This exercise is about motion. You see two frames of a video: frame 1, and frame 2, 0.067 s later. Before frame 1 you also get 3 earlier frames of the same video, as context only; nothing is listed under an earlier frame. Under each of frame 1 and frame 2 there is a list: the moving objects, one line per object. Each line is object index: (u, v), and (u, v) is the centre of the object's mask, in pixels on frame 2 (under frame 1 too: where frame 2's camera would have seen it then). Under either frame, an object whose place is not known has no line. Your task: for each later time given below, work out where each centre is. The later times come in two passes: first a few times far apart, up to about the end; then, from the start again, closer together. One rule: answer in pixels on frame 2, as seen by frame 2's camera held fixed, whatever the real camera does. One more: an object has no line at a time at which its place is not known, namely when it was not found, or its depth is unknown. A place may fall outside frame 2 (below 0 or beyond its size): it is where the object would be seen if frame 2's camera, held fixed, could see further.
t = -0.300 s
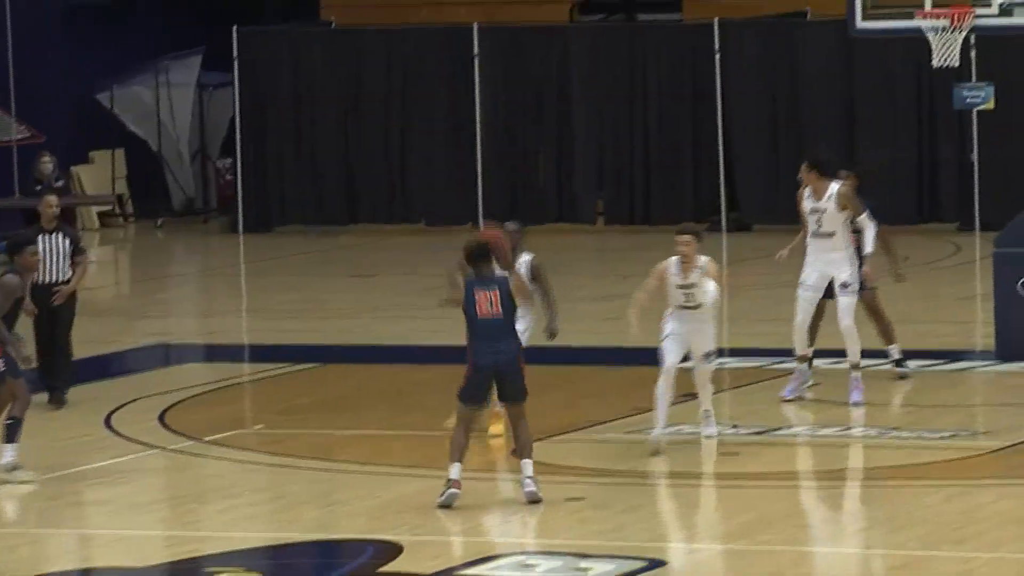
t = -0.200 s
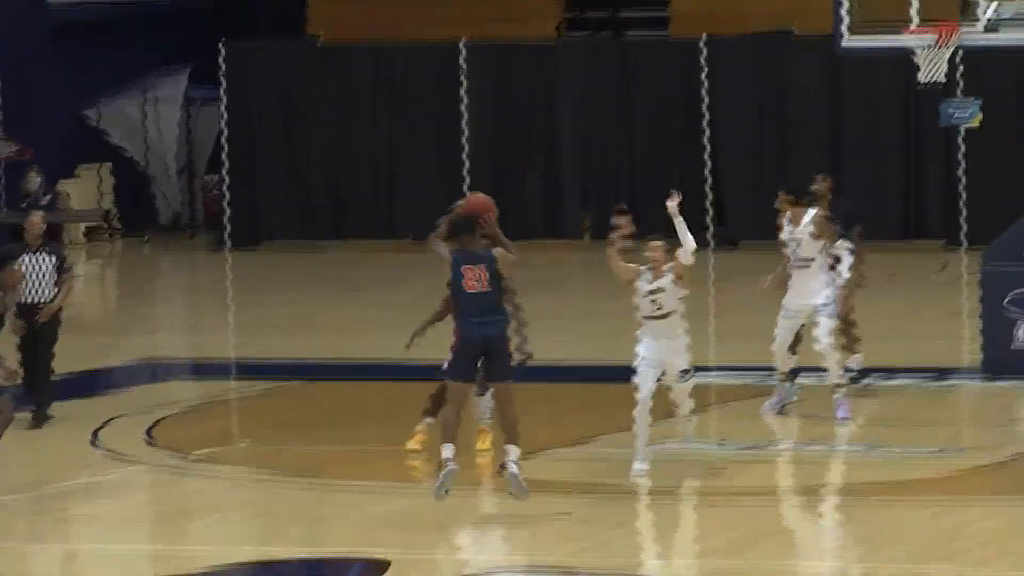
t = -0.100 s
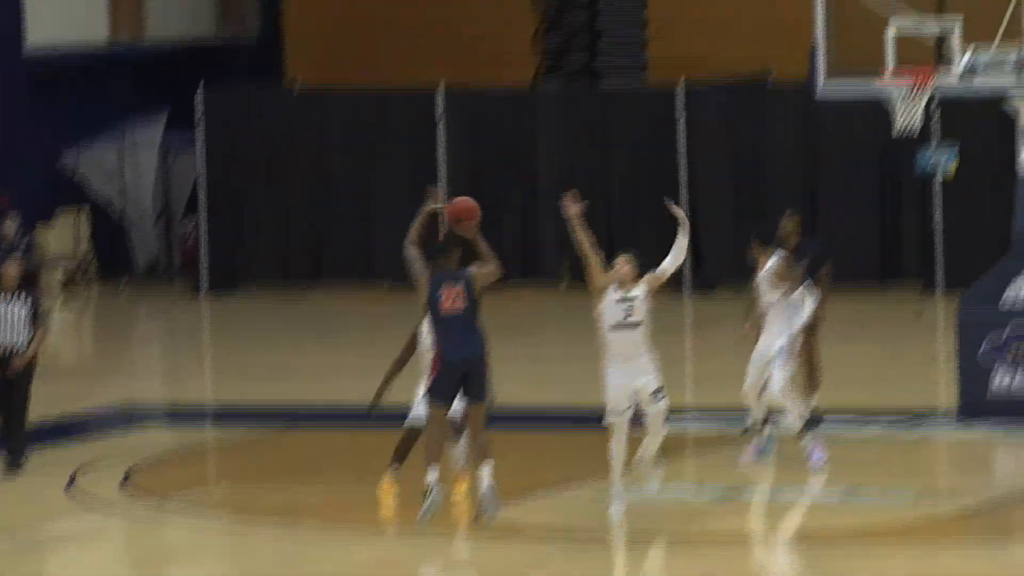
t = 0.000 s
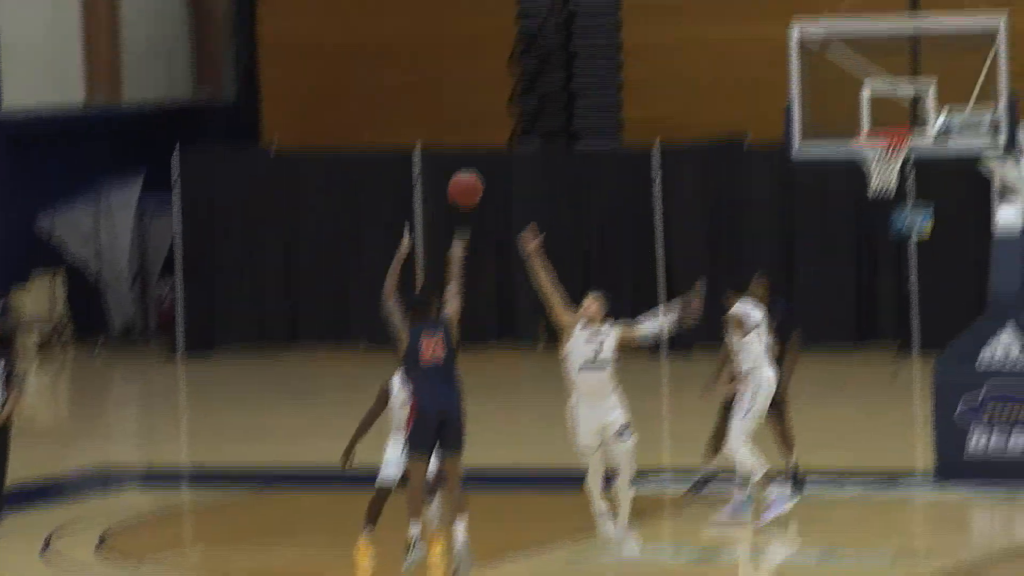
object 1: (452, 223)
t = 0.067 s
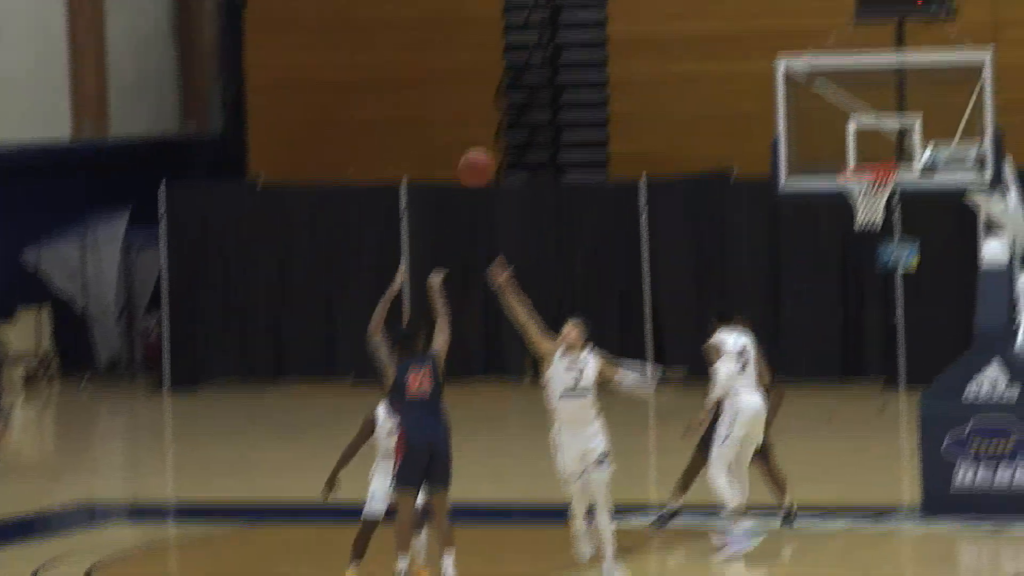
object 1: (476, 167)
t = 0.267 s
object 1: (545, 41)
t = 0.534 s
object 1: (636, -35)
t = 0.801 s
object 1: (723, -11)
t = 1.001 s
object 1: (783, 64)
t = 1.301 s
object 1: (751, 161)
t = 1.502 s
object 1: (609, 191)
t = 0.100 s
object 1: (487, 140)
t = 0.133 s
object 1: (500, 116)
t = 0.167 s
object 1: (512, 95)
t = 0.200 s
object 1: (522, 76)
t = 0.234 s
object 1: (534, 57)
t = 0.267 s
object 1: (545, 41)
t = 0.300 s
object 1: (556, 25)
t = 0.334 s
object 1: (568, 12)
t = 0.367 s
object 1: (580, 0)
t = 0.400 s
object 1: (592, -10)
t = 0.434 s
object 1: (602, -19)
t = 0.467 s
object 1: (614, -26)
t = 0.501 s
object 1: (626, -31)
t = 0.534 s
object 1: (636, -35)
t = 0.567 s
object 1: (647, -37)
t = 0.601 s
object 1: (658, -38)
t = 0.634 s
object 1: (669, -38)
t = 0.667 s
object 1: (680, -35)
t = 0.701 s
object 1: (692, -32)
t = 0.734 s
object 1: (702, -26)
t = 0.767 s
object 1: (712, -20)
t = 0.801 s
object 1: (723, -11)
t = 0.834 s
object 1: (733, -2)
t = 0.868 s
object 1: (744, 8)
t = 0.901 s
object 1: (754, 20)
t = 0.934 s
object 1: (765, 34)
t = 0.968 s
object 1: (774, 46)
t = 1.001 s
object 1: (783, 64)
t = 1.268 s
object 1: (771, 162)
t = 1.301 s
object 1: (751, 161)
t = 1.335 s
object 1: (727, 163)
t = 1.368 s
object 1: (705, 167)
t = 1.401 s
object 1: (679, 171)
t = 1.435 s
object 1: (658, 176)
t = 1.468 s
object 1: (632, 183)
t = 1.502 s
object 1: (609, 191)
